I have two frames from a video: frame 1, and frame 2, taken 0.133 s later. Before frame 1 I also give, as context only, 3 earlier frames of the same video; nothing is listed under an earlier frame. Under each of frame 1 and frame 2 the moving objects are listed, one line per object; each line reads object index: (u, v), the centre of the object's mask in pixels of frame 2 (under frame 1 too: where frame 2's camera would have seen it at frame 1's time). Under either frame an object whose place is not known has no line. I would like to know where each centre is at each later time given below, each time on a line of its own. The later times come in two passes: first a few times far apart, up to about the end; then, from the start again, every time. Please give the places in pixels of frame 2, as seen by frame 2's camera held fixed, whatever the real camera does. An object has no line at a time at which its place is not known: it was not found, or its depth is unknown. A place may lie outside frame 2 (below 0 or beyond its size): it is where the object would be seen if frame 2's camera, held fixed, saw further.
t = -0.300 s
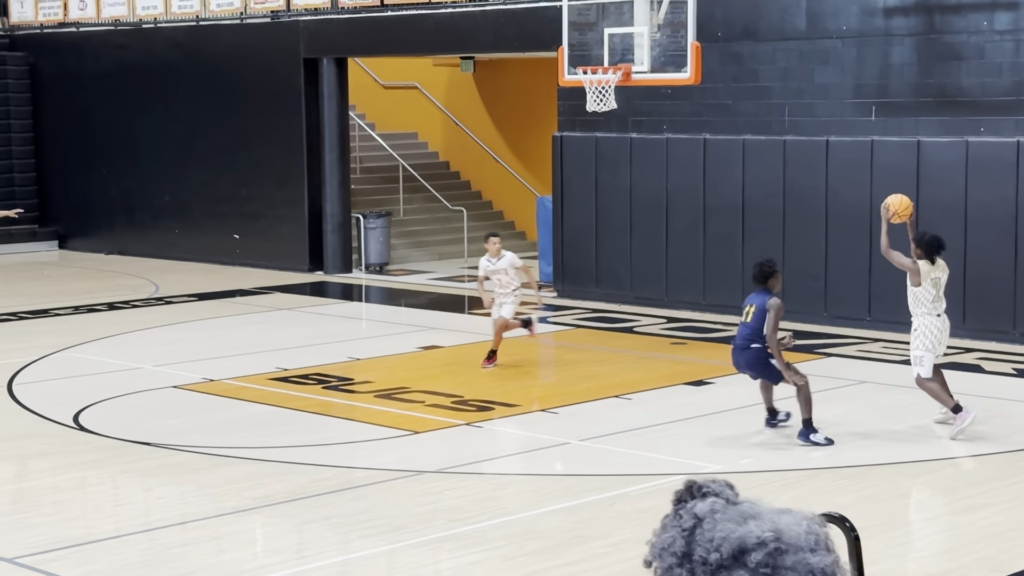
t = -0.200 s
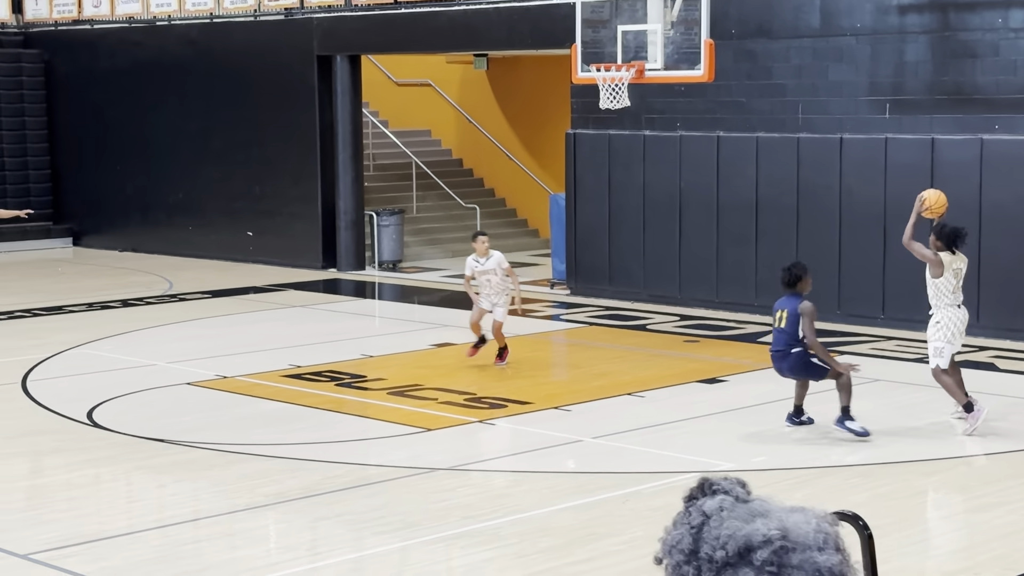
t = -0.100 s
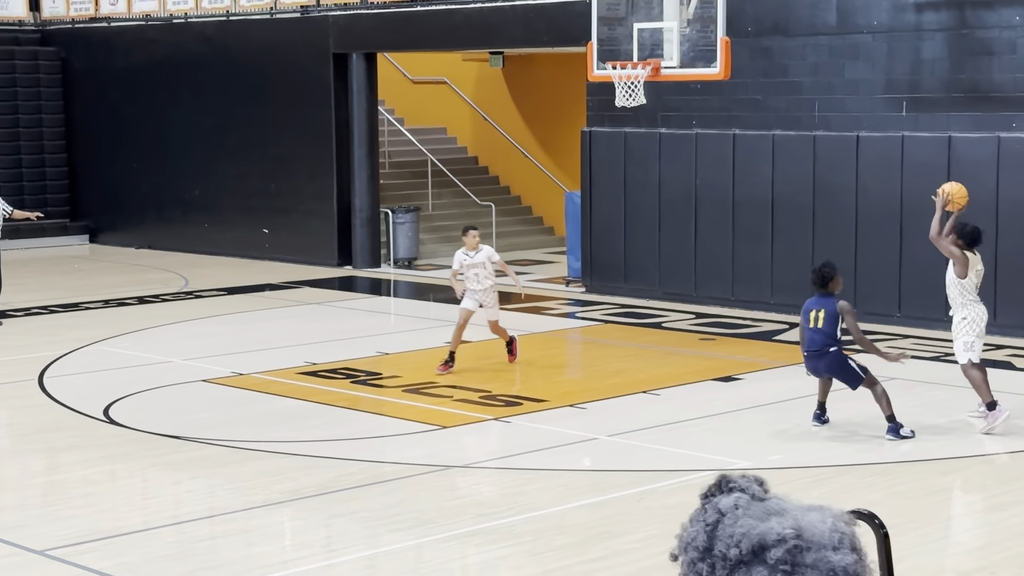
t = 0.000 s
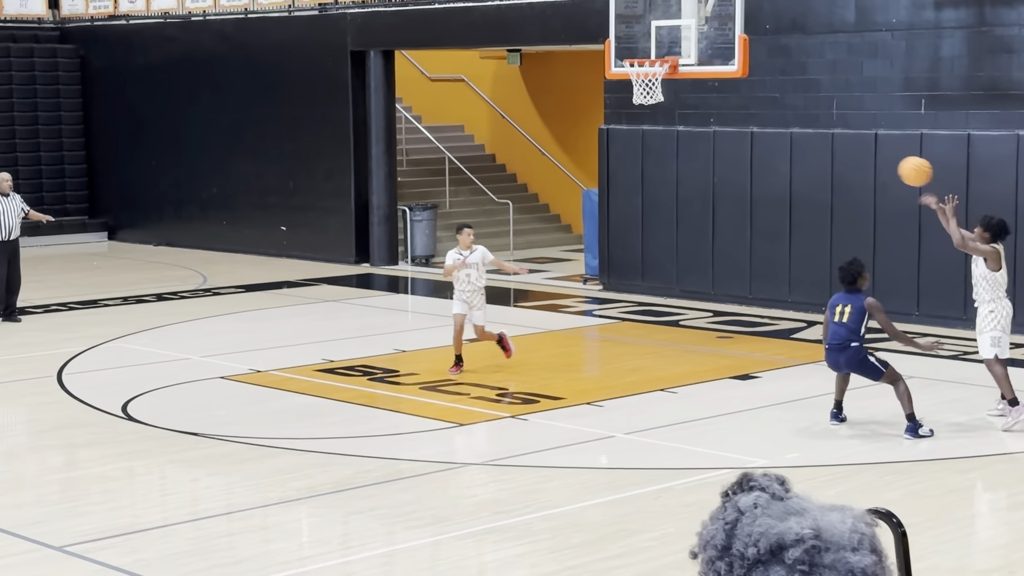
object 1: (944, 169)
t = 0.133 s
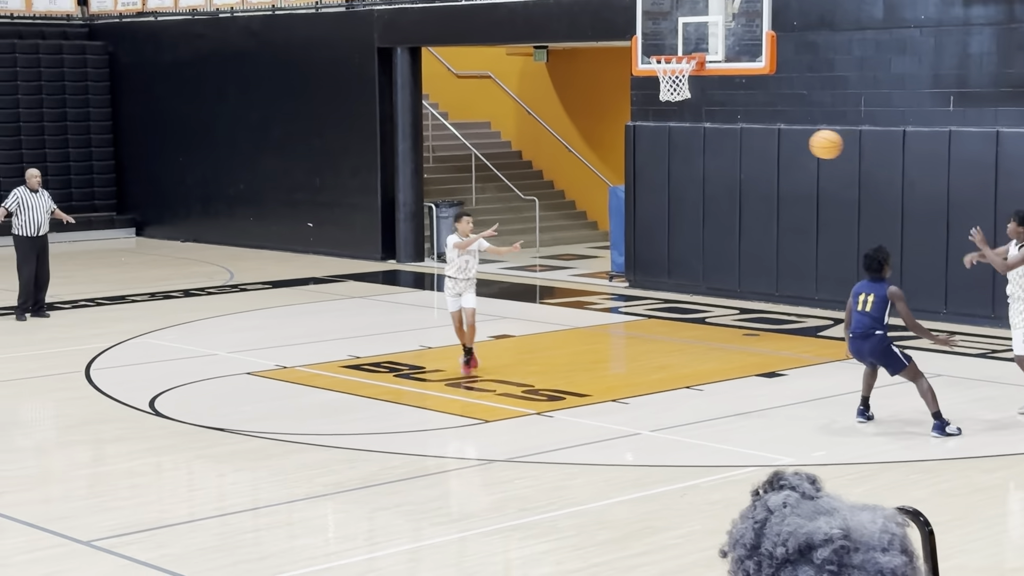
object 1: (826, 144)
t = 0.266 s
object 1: (715, 141)
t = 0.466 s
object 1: (558, 172)
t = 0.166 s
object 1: (797, 142)
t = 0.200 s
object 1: (770, 140)
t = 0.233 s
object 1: (742, 140)
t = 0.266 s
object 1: (715, 141)
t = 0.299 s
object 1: (688, 144)
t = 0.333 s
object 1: (661, 147)
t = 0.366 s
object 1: (635, 151)
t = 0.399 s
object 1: (609, 157)
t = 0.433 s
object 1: (583, 164)
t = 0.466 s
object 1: (558, 172)
